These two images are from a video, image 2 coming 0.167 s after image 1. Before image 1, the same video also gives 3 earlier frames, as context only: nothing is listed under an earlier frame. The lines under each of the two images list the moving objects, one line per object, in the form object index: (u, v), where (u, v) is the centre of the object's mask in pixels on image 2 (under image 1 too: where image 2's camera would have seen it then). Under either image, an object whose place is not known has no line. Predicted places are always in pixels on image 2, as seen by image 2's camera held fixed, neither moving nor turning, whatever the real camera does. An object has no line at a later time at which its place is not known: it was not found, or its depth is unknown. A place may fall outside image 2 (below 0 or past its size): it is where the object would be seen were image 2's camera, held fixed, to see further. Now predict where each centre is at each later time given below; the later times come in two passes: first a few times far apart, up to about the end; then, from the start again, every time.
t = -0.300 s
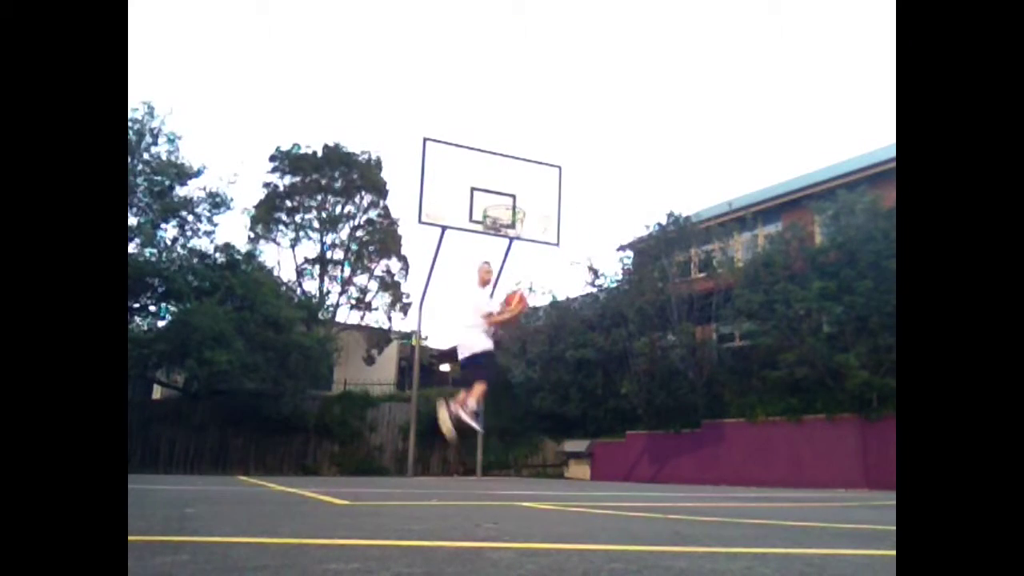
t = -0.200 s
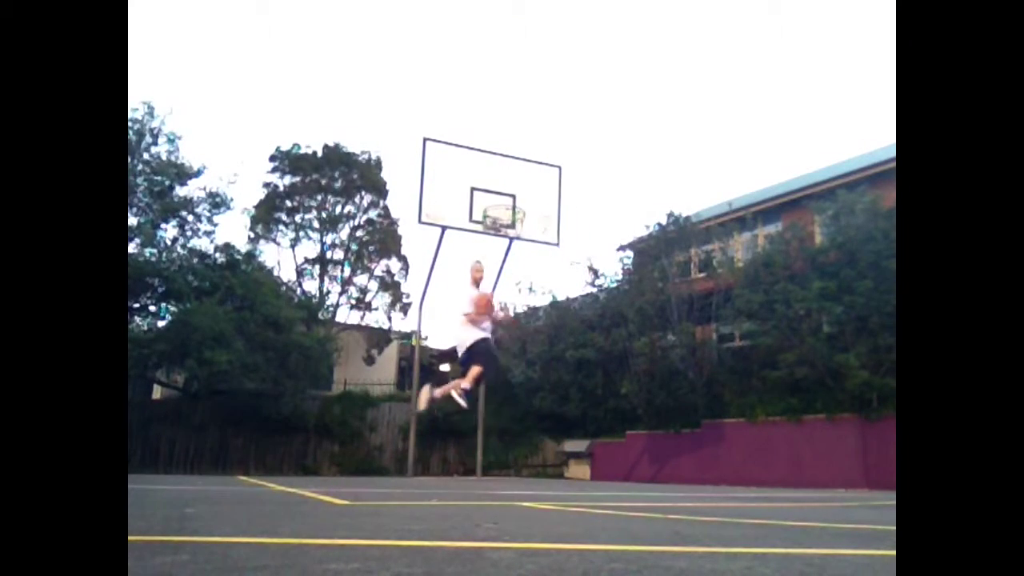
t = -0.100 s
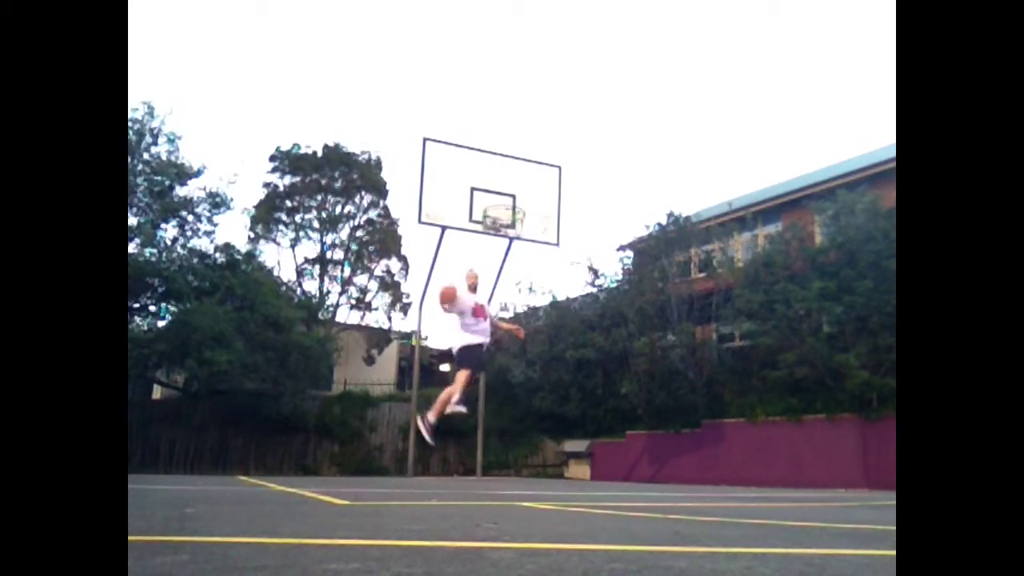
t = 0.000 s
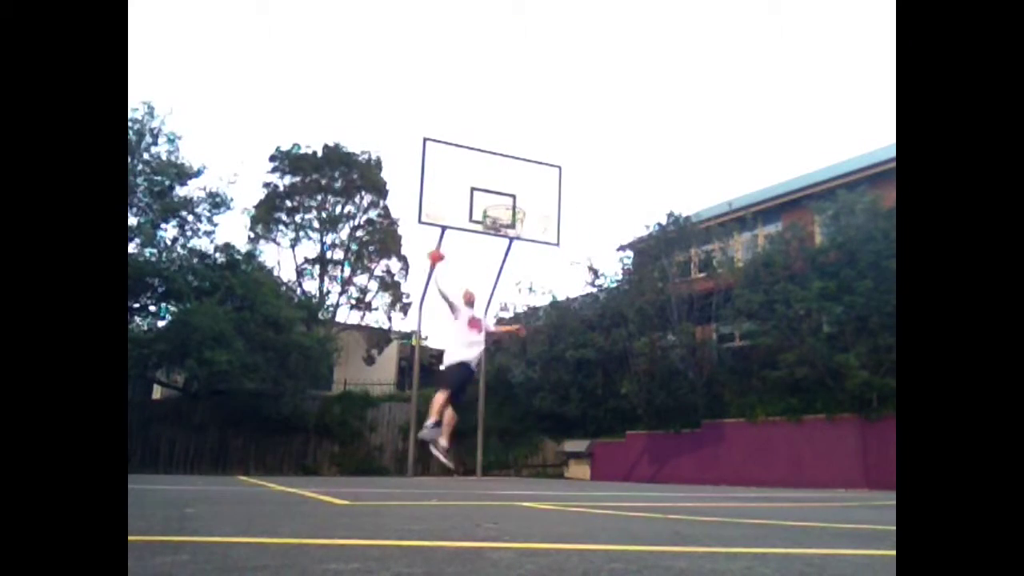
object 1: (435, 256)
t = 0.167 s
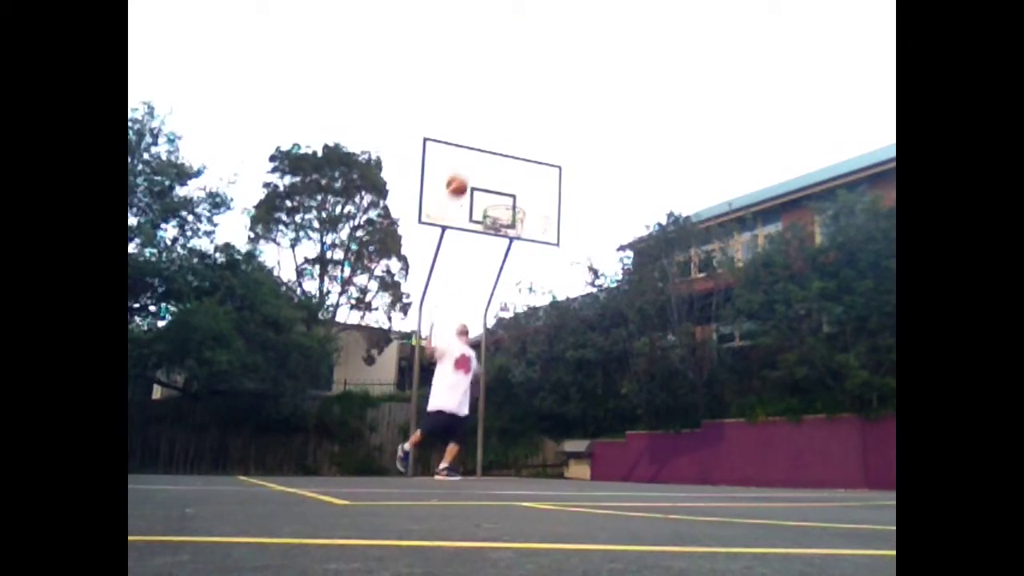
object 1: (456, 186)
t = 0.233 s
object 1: (464, 169)
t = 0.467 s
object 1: (484, 140)
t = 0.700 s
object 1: (500, 157)
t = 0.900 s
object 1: (511, 181)
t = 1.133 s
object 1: (498, 211)
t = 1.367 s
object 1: (518, 227)
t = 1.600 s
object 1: (521, 239)
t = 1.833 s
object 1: (523, 304)
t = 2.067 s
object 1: (524, 418)
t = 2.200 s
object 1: (523, 431)
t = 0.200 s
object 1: (460, 176)
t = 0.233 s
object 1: (464, 169)
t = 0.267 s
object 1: (468, 161)
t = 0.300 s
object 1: (470, 156)
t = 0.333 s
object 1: (473, 150)
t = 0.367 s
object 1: (476, 147)
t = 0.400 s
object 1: (479, 143)
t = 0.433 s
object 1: (482, 141)
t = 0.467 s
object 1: (484, 140)
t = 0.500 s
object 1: (487, 140)
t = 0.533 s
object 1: (489, 141)
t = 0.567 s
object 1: (492, 142)
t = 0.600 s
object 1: (494, 144)
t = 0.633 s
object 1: (496, 148)
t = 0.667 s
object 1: (498, 152)
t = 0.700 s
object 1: (500, 157)
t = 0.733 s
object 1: (502, 162)
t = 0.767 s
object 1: (504, 166)
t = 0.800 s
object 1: (505, 168)
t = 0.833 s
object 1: (507, 172)
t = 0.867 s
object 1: (509, 176)
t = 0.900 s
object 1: (511, 181)
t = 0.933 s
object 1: (513, 187)
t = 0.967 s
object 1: (515, 194)
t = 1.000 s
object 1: (516, 202)
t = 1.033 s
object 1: (514, 208)
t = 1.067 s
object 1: (507, 207)
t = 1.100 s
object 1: (498, 210)
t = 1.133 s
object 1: (498, 211)
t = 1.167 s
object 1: (500, 215)
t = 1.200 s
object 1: (501, 218)
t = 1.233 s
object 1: (502, 220)
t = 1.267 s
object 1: (507, 222)
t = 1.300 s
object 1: (512, 224)
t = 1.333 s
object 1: (516, 227)
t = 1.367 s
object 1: (518, 227)
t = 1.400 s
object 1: (519, 227)
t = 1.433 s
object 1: (519, 227)
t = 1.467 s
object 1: (520, 228)
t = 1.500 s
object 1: (521, 228)
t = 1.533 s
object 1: (521, 231)
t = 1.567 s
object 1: (522, 236)
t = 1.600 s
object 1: (521, 239)
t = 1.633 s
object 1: (522, 246)
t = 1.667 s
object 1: (522, 254)
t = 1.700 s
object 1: (522, 262)
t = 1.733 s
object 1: (523, 271)
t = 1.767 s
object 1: (523, 282)
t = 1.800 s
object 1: (523, 289)
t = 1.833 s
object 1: (523, 304)
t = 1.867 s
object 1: (522, 316)
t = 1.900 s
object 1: (521, 328)
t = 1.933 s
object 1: (522, 344)
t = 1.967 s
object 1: (524, 360)
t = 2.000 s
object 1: (524, 378)
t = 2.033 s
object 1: (524, 397)
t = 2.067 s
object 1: (524, 418)
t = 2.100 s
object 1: (524, 441)
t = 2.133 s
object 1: (524, 461)
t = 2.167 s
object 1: (524, 450)
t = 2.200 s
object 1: (523, 431)
